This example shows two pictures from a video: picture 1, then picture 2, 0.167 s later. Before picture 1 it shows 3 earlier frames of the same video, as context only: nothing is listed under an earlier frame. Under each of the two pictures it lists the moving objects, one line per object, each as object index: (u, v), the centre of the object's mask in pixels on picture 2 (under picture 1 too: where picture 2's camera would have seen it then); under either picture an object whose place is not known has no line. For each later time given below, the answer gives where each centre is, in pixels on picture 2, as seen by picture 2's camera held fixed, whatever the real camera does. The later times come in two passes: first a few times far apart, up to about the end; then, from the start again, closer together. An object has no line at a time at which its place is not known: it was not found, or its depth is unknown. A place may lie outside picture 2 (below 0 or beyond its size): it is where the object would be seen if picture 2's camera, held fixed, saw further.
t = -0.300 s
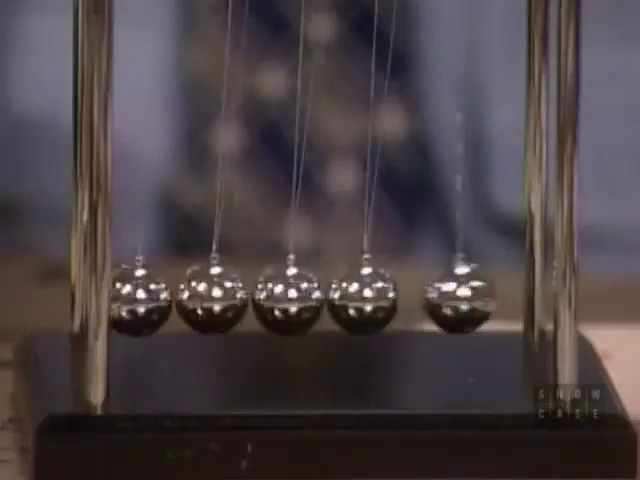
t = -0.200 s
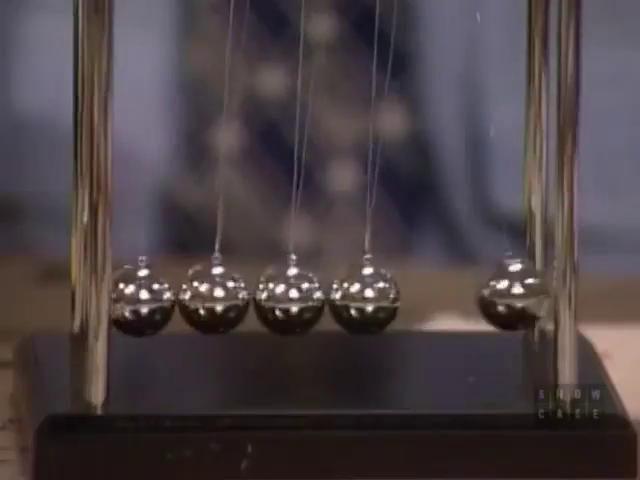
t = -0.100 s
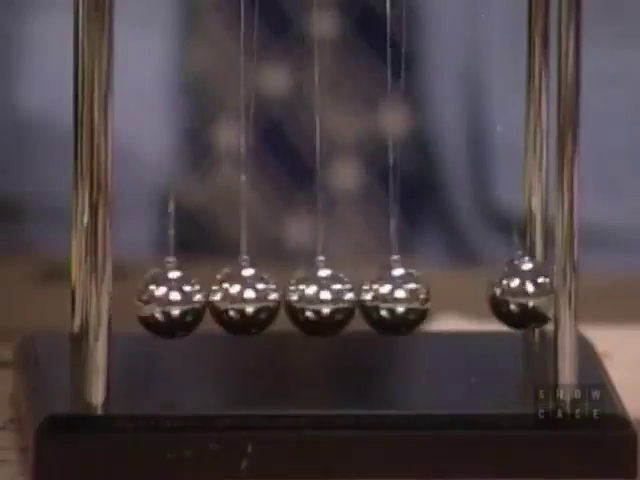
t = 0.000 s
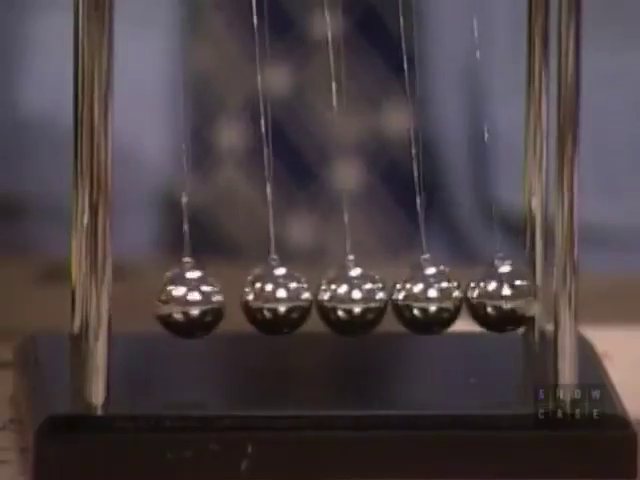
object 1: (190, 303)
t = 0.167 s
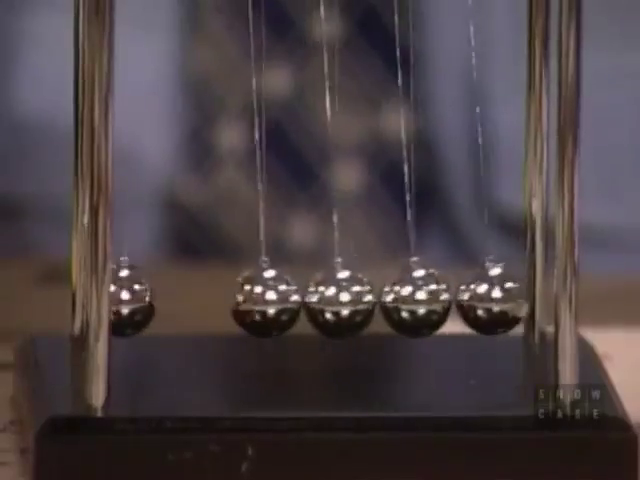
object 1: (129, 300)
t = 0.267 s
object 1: (139, 302)
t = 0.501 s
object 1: (157, 304)
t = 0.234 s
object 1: (133, 301)
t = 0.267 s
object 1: (139, 302)
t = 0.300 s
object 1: (144, 302)
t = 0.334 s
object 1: (138, 302)
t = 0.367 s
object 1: (136, 302)
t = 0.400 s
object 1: (136, 302)
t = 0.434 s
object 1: (139, 302)
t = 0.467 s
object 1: (145, 303)
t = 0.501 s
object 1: (157, 304)
